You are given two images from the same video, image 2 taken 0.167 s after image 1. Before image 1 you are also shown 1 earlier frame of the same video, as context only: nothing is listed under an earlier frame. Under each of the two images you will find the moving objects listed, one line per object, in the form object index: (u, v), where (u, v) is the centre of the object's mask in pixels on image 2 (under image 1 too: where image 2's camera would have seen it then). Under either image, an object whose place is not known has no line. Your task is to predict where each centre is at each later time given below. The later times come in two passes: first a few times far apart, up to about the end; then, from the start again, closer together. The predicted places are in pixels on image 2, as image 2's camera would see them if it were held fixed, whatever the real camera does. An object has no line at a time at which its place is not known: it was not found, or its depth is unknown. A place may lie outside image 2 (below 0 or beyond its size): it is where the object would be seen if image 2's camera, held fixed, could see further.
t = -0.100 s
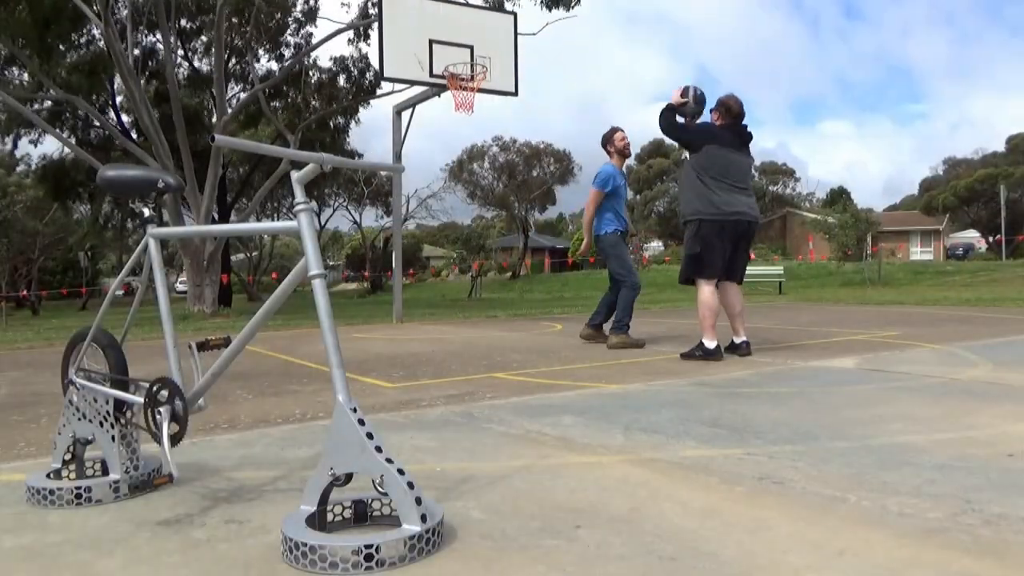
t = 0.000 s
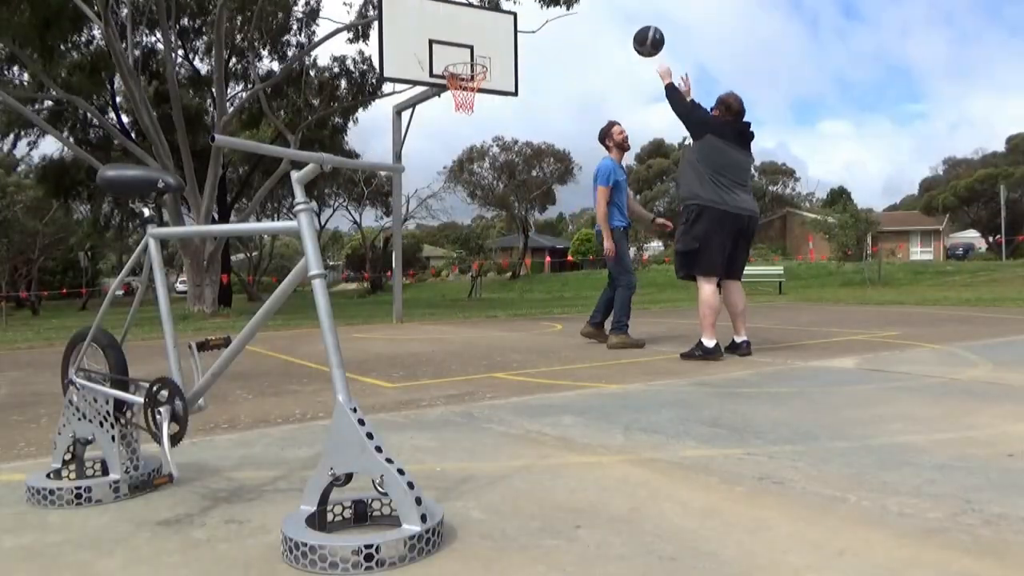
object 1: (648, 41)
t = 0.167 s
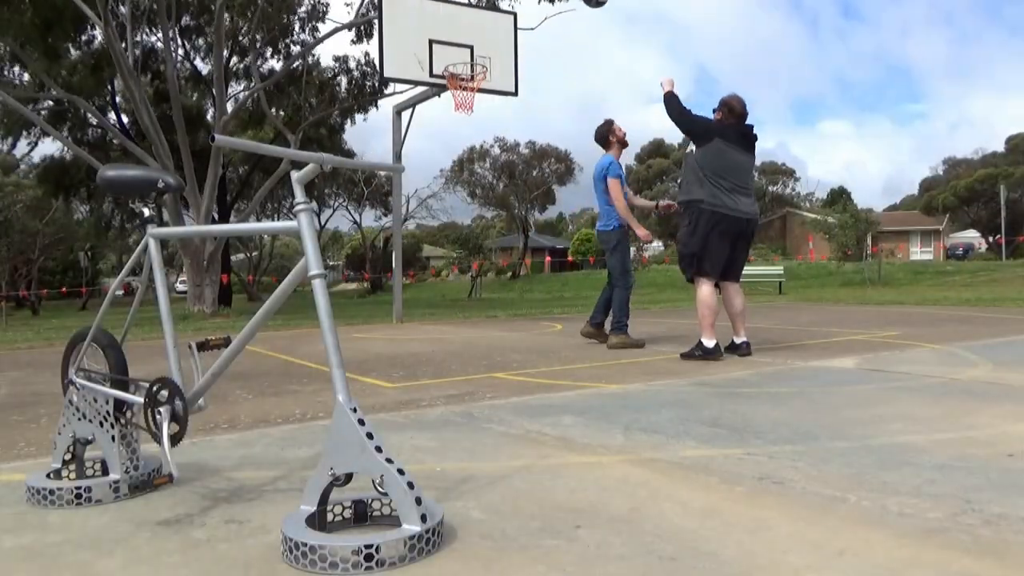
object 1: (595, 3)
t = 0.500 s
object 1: (510, 2)
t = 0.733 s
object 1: (461, 49)
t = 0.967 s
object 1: (448, 53)
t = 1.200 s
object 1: (466, 48)
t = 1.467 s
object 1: (480, 51)
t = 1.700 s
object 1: (496, 95)
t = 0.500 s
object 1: (510, 2)
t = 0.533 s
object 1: (502, 5)
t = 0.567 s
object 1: (492, 8)
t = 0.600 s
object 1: (485, 15)
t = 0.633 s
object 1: (481, 20)
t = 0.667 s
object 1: (477, 25)
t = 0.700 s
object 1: (469, 36)
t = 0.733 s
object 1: (461, 49)
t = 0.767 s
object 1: (456, 52)
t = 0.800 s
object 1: (453, 52)
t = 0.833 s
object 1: (451, 52)
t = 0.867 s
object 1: (449, 53)
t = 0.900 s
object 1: (445, 55)
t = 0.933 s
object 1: (444, 55)
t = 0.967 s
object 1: (448, 53)
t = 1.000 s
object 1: (451, 51)
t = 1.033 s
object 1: (453, 50)
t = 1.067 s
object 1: (454, 51)
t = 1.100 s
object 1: (458, 51)
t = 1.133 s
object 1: (461, 51)
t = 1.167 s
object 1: (463, 49)
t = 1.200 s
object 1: (466, 48)
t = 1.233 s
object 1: (467, 48)
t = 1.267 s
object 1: (468, 48)
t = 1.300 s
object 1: (470, 50)
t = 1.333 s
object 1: (472, 50)
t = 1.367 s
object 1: (475, 49)
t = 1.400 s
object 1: (477, 49)
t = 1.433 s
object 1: (479, 50)
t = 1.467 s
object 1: (480, 51)
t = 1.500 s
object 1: (483, 55)
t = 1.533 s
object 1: (485, 60)
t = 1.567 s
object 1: (488, 66)
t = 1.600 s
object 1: (491, 74)
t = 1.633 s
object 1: (492, 79)
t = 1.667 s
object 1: (494, 84)
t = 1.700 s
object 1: (496, 95)
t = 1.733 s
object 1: (499, 108)
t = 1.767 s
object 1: (501, 123)
